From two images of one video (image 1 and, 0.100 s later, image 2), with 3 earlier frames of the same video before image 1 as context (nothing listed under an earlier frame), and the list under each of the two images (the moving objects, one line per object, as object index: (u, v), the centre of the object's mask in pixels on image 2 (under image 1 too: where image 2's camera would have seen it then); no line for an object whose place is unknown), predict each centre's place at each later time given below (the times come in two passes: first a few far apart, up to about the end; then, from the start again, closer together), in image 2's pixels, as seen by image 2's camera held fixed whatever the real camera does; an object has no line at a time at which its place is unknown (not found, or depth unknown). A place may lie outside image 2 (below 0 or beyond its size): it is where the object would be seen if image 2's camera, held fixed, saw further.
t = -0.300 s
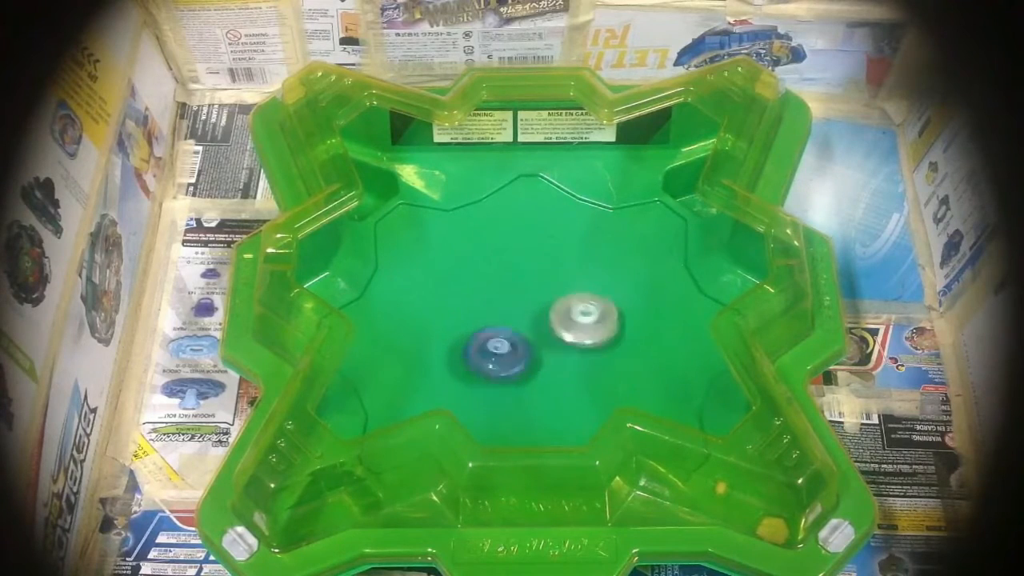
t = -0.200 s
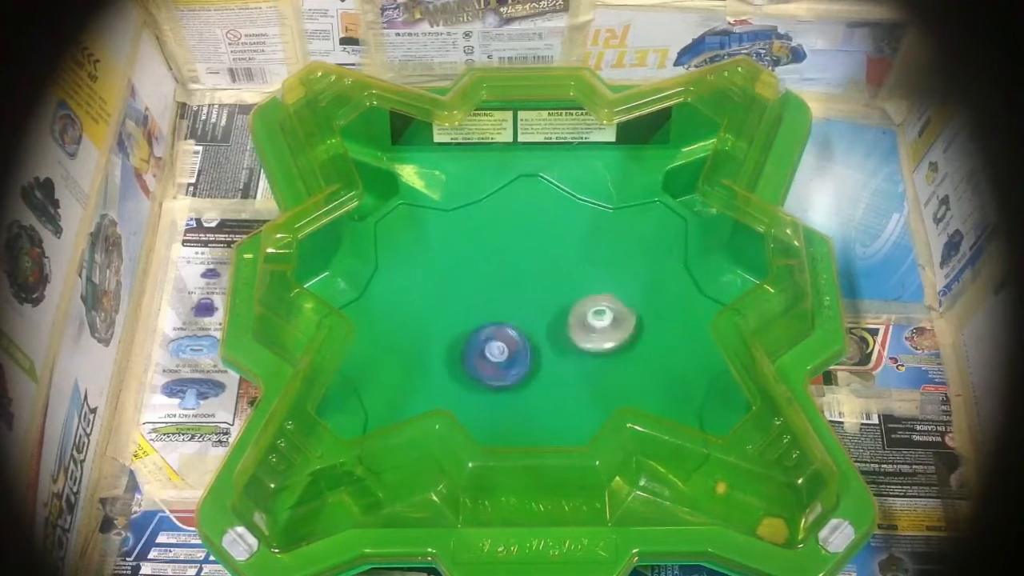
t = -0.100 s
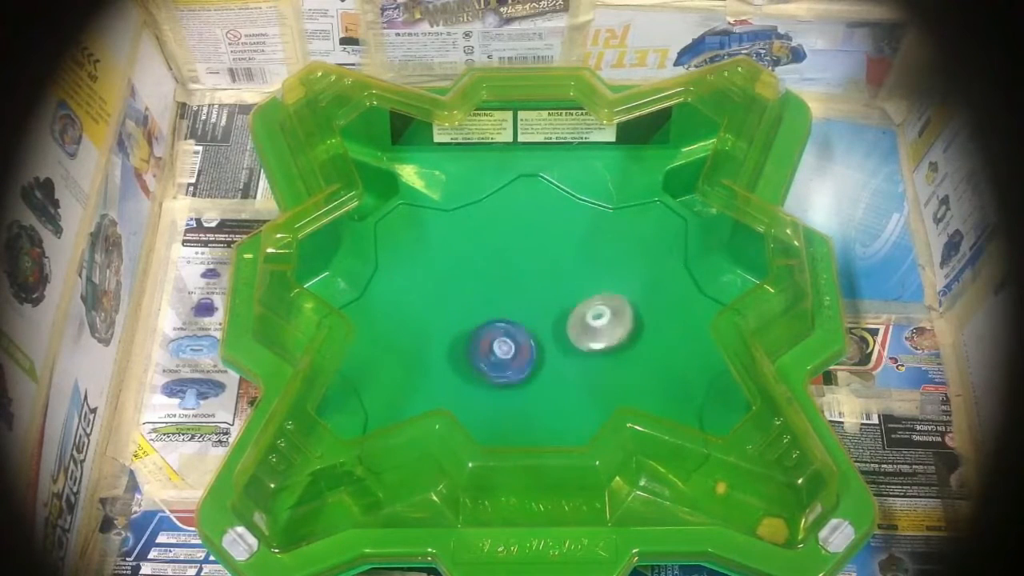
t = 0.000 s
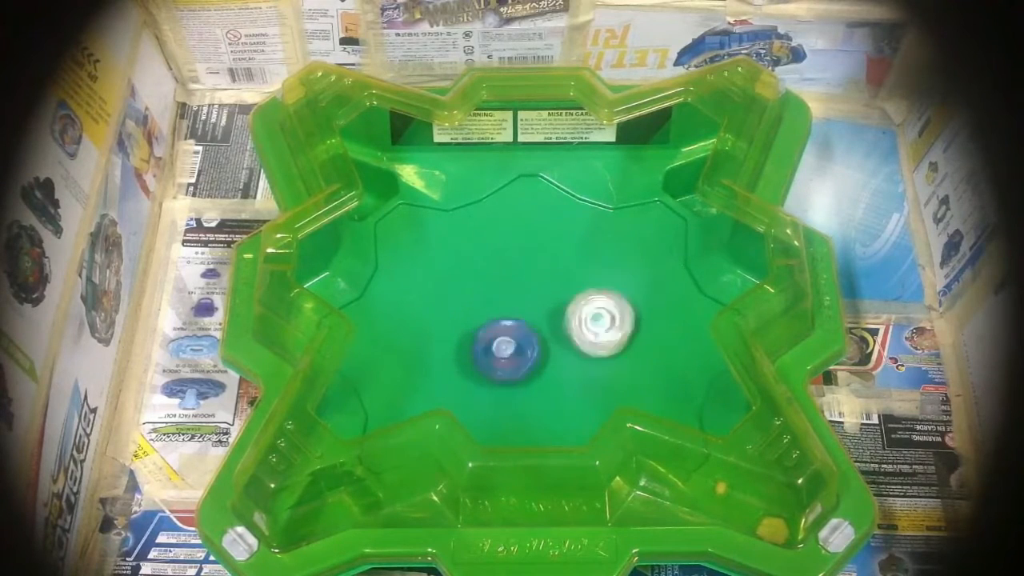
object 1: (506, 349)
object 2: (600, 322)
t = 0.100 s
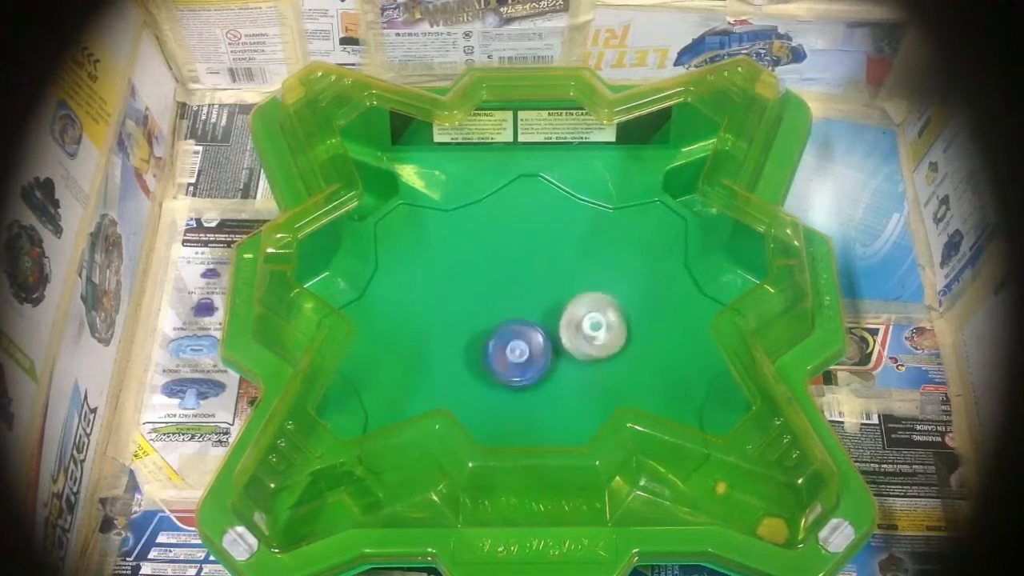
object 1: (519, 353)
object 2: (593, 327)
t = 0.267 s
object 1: (508, 349)
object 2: (585, 341)
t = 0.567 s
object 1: (503, 348)
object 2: (570, 371)
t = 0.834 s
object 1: (494, 345)
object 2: (566, 389)
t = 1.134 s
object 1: (509, 343)
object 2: (568, 360)
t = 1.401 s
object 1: (515, 354)
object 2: (585, 349)
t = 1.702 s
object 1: (513, 352)
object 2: (572, 355)
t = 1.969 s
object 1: (513, 352)
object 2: (572, 355)
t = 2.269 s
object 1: (512, 352)
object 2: (572, 355)
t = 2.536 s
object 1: (512, 352)
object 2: (572, 355)
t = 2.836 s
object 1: (512, 352)
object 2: (572, 355)
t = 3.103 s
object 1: (512, 352)
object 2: (572, 355)
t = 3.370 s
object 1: (512, 352)
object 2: (572, 355)
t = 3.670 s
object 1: (512, 352)
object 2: (572, 355)
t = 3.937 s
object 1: (512, 352)
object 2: (572, 355)
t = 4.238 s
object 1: (512, 352)
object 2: (572, 355)
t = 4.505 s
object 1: (512, 352)
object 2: (572, 355)
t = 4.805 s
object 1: (512, 352)
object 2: (572, 355)
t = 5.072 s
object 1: (512, 352)
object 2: (572, 355)
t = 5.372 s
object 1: (512, 352)
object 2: (572, 355)
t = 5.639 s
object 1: (512, 352)
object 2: (572, 355)
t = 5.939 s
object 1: (512, 352)
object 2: (572, 355)
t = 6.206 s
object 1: (512, 352)
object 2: (572, 355)
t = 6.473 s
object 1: (512, 352)
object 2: (572, 355)
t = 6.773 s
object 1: (512, 352)
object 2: (572, 355)
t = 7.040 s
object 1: (512, 352)
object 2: (572, 355)
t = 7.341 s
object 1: (513, 352)
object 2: (572, 355)
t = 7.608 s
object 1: (512, 352)
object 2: (572, 355)
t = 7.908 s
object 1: (512, 352)
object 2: (572, 355)
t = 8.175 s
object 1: (512, 352)
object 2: (572, 355)
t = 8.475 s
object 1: (512, 352)
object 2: (572, 355)
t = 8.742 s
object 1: (512, 352)
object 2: (572, 355)
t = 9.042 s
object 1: (512, 352)
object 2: (572, 355)
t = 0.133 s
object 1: (518, 354)
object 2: (589, 330)
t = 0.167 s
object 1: (517, 354)
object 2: (585, 333)
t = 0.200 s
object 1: (514, 352)
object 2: (583, 336)
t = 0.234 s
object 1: (511, 351)
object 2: (586, 338)
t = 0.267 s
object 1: (508, 349)
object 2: (585, 341)
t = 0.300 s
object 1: (507, 350)
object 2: (585, 347)
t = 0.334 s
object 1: (507, 351)
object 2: (584, 350)
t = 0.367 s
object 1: (505, 352)
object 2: (586, 355)
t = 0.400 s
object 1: (504, 352)
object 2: (587, 358)
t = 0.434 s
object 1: (502, 352)
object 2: (585, 360)
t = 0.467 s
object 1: (500, 351)
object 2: (580, 361)
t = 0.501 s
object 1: (500, 349)
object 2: (575, 364)
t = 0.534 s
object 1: (501, 348)
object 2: (573, 367)
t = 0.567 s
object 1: (503, 348)
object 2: (570, 371)
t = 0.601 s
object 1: (503, 348)
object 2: (566, 373)
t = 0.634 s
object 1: (503, 351)
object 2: (562, 373)
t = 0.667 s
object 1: (502, 352)
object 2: (562, 374)
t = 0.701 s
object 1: (500, 352)
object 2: (566, 378)
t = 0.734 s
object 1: (498, 351)
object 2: (568, 382)
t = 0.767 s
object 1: (497, 349)
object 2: (569, 386)
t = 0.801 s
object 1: (495, 347)
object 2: (567, 388)
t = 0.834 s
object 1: (494, 345)
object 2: (566, 389)
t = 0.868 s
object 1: (498, 343)
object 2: (565, 388)
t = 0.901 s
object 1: (503, 342)
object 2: (563, 385)
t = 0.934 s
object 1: (508, 344)
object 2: (559, 383)
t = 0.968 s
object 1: (512, 345)
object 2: (559, 382)
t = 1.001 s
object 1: (511, 345)
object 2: (562, 380)
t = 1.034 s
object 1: (510, 345)
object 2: (565, 375)
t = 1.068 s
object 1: (509, 344)
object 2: (567, 370)
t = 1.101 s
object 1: (509, 343)
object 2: (567, 365)
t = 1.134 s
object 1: (509, 343)
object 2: (568, 360)
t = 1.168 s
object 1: (508, 343)
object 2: (571, 356)
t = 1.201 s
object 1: (508, 343)
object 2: (575, 353)
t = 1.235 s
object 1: (508, 343)
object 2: (578, 351)
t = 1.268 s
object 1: (509, 343)
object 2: (582, 350)
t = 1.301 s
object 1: (511, 345)
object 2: (584, 349)
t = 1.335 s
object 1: (513, 347)
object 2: (585, 349)
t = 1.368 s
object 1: (514, 351)
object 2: (585, 349)
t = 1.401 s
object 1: (515, 354)
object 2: (585, 349)
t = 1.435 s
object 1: (514, 355)
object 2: (583, 349)
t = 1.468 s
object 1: (513, 355)
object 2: (580, 350)
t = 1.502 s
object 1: (514, 354)
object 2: (577, 352)
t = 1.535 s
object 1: (514, 352)
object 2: (575, 353)
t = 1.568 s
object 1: (513, 351)
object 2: (573, 354)
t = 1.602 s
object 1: (513, 352)
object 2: (572, 354)
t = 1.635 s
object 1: (513, 352)
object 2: (572, 354)
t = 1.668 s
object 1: (513, 352)
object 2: (572, 355)
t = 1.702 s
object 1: (513, 352)
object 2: (572, 355)
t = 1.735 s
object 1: (513, 352)
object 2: (572, 355)
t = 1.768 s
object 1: (513, 352)
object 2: (572, 355)
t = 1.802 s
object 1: (513, 352)
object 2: (572, 355)
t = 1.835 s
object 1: (513, 352)
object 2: (572, 355)
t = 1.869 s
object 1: (513, 352)
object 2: (572, 355)
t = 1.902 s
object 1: (513, 352)
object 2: (572, 355)
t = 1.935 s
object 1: (513, 352)
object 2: (572, 355)
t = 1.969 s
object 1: (513, 352)
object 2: (572, 355)
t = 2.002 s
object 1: (513, 352)
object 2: (572, 355)
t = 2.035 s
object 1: (512, 352)
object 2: (572, 355)
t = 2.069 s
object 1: (512, 352)
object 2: (572, 355)
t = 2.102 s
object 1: (512, 352)
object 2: (572, 355)
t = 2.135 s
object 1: (513, 352)
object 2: (572, 355)
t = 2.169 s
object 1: (513, 352)
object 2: (572, 355)
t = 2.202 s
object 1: (512, 352)
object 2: (572, 355)
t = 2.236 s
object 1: (512, 352)
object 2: (572, 355)
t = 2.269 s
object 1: (512, 352)
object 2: (572, 355)
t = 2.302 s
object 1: (512, 352)
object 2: (572, 355)
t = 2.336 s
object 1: (512, 352)
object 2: (572, 355)
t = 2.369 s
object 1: (512, 352)
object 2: (572, 355)
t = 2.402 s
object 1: (512, 352)
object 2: (572, 355)
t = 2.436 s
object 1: (512, 352)
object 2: (572, 355)
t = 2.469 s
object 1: (512, 352)
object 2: (572, 355)
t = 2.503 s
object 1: (512, 352)
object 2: (572, 355)
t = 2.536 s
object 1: (512, 352)
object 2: (572, 355)
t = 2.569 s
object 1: (512, 352)
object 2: (572, 355)
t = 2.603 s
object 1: (512, 352)
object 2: (572, 355)
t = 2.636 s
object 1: (512, 352)
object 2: (572, 355)
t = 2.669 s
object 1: (512, 352)
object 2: (572, 355)
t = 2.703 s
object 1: (512, 352)
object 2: (572, 355)
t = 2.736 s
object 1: (512, 352)
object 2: (572, 355)
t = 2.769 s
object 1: (512, 352)
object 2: (572, 355)
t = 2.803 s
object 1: (512, 352)
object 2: (572, 355)
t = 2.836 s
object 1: (512, 352)
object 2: (572, 355)
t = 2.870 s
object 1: (512, 352)
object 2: (572, 355)
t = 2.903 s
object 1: (512, 352)
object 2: (572, 355)
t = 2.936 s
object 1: (512, 352)
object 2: (572, 355)
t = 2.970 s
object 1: (512, 352)
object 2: (572, 355)
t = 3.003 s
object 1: (512, 352)
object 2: (572, 355)
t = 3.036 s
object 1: (512, 352)
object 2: (572, 355)
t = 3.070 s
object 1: (512, 352)
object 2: (572, 355)
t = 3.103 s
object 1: (512, 352)
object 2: (572, 355)
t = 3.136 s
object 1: (512, 352)
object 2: (572, 355)
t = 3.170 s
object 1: (512, 352)
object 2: (572, 355)
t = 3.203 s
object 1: (512, 352)
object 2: (572, 355)
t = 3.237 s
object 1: (512, 352)
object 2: (572, 355)
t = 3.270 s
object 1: (512, 352)
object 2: (572, 355)
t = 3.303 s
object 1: (512, 352)
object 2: (572, 355)
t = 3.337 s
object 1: (512, 352)
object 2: (572, 355)
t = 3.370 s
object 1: (512, 352)
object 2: (572, 355)
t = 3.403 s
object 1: (512, 352)
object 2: (572, 355)
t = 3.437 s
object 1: (512, 352)
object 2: (572, 355)
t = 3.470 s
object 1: (512, 352)
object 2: (572, 355)
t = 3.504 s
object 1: (512, 352)
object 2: (572, 355)
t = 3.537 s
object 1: (512, 352)
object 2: (572, 355)
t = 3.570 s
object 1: (512, 352)
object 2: (572, 355)
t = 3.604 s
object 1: (512, 352)
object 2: (572, 355)
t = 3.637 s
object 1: (512, 352)
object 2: (572, 355)
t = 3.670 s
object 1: (512, 352)
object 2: (572, 355)
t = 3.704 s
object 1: (512, 352)
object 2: (572, 355)
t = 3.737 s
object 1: (512, 352)
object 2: (572, 355)
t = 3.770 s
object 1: (512, 352)
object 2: (572, 355)
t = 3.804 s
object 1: (512, 352)
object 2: (572, 355)
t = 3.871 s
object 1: (512, 352)
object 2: (572, 355)
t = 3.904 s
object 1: (512, 352)
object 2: (572, 355)
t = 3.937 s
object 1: (512, 352)
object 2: (572, 355)
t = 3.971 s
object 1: (512, 352)
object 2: (572, 355)
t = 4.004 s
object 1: (512, 352)
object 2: (572, 355)
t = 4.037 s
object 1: (512, 352)
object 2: (572, 355)
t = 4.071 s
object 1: (512, 352)
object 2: (572, 355)
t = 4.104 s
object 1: (512, 352)
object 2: (572, 355)
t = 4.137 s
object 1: (512, 352)
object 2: (572, 355)
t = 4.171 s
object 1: (512, 352)
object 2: (572, 355)
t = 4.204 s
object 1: (512, 352)
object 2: (572, 355)
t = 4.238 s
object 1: (512, 352)
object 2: (572, 355)
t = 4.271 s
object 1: (512, 352)
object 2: (572, 355)
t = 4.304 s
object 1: (512, 352)
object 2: (572, 355)
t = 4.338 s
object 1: (512, 352)
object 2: (572, 355)
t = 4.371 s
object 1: (512, 352)
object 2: (572, 355)
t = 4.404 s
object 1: (512, 352)
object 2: (572, 355)
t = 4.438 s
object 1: (512, 352)
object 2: (572, 355)
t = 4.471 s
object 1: (512, 352)
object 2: (572, 355)
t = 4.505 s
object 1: (512, 352)
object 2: (572, 355)
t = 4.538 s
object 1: (512, 352)
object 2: (572, 355)
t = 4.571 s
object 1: (512, 352)
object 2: (572, 355)
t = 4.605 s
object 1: (512, 352)
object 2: (572, 355)
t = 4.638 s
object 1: (512, 352)
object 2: (572, 355)
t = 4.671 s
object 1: (512, 352)
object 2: (572, 355)
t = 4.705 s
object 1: (512, 352)
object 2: (572, 355)
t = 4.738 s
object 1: (512, 352)
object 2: (572, 355)
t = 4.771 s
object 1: (512, 352)
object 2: (572, 355)
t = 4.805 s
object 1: (512, 352)
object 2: (572, 355)
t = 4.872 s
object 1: (512, 352)
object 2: (572, 355)
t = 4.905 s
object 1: (512, 352)
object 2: (572, 355)
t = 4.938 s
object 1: (512, 352)
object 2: (572, 355)
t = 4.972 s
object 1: (512, 352)
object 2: (572, 355)
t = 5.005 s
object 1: (512, 352)
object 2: (572, 355)
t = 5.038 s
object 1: (512, 352)
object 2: (572, 355)
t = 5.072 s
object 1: (512, 352)
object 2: (572, 355)
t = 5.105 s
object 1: (512, 352)
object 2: (572, 355)
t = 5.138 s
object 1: (512, 352)
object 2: (572, 355)
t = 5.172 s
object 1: (512, 352)
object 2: (572, 355)
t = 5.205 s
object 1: (512, 352)
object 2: (572, 355)
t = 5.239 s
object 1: (512, 352)
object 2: (572, 355)
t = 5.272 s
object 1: (512, 352)
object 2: (572, 355)
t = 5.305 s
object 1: (512, 352)
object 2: (572, 355)
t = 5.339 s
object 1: (512, 352)
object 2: (572, 355)
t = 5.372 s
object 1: (512, 352)
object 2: (572, 355)
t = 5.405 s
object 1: (512, 352)
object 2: (572, 355)
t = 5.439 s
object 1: (512, 352)
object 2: (572, 355)
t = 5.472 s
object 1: (512, 352)
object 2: (572, 355)
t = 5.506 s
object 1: (512, 352)
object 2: (572, 355)
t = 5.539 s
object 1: (512, 352)
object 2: (572, 355)
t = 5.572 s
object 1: (512, 352)
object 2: (572, 355)
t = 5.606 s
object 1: (512, 352)
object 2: (572, 355)
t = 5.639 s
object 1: (512, 352)
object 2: (572, 355)
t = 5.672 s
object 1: (512, 352)
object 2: (572, 355)
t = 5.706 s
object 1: (512, 352)
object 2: (572, 355)
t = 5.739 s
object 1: (512, 352)
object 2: (572, 355)
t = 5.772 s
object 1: (512, 352)
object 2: (572, 355)
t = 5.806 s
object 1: (512, 352)
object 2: (572, 355)
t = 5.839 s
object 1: (512, 352)
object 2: (572, 355)
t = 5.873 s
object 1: (512, 352)
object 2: (572, 355)
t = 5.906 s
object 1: (512, 352)
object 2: (572, 355)
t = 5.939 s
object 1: (512, 352)
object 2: (572, 355)
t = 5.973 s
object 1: (512, 352)
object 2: (572, 355)
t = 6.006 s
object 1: (512, 352)
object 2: (572, 355)
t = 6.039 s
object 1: (512, 352)
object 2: (572, 355)
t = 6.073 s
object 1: (512, 352)
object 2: (572, 355)
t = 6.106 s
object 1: (512, 352)
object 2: (572, 355)
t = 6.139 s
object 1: (512, 352)
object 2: (572, 355)
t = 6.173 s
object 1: (512, 352)
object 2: (572, 355)
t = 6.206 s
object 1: (512, 352)
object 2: (572, 355)
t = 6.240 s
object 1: (512, 352)
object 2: (572, 355)
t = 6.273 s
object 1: (512, 352)
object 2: (572, 355)
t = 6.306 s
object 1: (512, 352)
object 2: (572, 355)
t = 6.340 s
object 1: (512, 352)
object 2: (572, 355)
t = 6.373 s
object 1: (512, 352)
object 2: (572, 355)
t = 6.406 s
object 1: (512, 352)
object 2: (572, 355)
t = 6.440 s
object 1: (512, 352)
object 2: (572, 355)
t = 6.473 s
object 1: (512, 352)
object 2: (572, 355)
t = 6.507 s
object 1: (512, 352)
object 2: (572, 355)
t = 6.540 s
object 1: (512, 352)
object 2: (572, 355)
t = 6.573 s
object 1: (512, 352)
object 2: (572, 355)
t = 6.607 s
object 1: (512, 352)
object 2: (572, 355)
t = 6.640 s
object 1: (512, 352)
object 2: (572, 355)
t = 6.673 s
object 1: (512, 352)
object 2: (572, 355)
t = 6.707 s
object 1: (512, 352)
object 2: (572, 355)
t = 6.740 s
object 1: (512, 352)
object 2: (572, 355)
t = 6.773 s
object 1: (512, 352)
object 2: (572, 355)
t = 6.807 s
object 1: (512, 352)
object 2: (572, 355)
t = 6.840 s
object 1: (512, 352)
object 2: (572, 355)
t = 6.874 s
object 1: (512, 352)
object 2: (572, 355)
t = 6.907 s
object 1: (512, 352)
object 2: (572, 355)
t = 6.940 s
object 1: (512, 352)
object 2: (572, 355)
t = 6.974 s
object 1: (512, 352)
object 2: (572, 355)
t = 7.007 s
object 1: (512, 352)
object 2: (572, 355)
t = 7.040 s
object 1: (512, 352)
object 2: (572, 355)
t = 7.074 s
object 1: (512, 352)
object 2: (572, 355)
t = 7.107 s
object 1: (512, 352)
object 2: (572, 355)
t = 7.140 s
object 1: (512, 352)
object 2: (572, 355)
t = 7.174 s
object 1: (512, 352)
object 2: (572, 355)
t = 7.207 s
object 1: (512, 352)
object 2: (572, 355)
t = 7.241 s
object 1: (512, 352)
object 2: (572, 355)
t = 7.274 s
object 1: (512, 352)
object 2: (572, 355)
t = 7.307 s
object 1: (512, 352)
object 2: (572, 355)
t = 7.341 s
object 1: (513, 352)
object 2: (572, 355)
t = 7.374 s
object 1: (512, 352)
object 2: (572, 355)
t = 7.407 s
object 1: (512, 352)
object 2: (572, 355)
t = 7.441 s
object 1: (512, 352)
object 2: (572, 355)
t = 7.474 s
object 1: (512, 352)
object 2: (572, 355)
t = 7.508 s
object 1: (512, 352)
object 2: (572, 355)
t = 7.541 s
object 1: (512, 352)
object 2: (572, 355)
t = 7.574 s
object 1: (512, 352)
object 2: (572, 355)
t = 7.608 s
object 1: (512, 352)
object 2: (572, 355)
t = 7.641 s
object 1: (512, 352)
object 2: (572, 355)
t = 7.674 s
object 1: (512, 352)
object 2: (572, 355)
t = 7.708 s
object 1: (512, 352)
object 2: (572, 355)
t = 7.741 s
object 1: (513, 352)
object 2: (572, 355)
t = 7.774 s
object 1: (512, 352)
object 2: (572, 355)
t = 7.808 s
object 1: (512, 352)
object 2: (572, 355)
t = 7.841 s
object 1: (512, 352)
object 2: (572, 355)
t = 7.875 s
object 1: (512, 352)
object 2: (572, 355)
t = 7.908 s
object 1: (512, 352)
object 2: (572, 355)
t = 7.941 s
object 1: (512, 352)
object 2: (572, 355)
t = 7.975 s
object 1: (512, 352)
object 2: (572, 355)
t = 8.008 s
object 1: (512, 352)
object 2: (572, 355)
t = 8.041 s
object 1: (512, 352)
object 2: (572, 355)
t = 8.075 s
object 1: (512, 352)
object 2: (572, 355)
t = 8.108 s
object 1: (512, 352)
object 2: (572, 355)
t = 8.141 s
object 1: (512, 352)
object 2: (572, 355)
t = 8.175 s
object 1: (512, 352)
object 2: (572, 355)
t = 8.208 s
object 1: (512, 352)
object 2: (572, 355)
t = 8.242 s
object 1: (512, 352)
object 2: (572, 355)
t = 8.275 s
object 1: (512, 352)
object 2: (572, 355)
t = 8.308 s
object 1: (512, 352)
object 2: (572, 355)
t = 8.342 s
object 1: (512, 352)
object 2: (572, 355)
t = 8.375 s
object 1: (512, 352)
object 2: (572, 355)
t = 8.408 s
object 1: (512, 352)
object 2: (572, 355)
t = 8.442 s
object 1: (512, 352)
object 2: (572, 355)
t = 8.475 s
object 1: (512, 352)
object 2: (572, 355)
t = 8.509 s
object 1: (512, 352)
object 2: (572, 355)
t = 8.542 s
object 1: (512, 352)
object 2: (572, 355)
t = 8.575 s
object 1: (512, 352)
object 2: (572, 355)
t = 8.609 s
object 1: (512, 352)
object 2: (572, 355)
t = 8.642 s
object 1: (512, 352)
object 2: (572, 355)
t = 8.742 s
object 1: (512, 352)
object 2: (572, 355)
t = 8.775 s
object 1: (512, 352)
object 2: (572, 355)
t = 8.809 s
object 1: (512, 352)
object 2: (572, 355)
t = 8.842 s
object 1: (512, 352)
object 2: (572, 355)
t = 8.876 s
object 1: (512, 352)
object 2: (572, 355)
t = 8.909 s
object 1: (512, 352)
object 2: (572, 355)
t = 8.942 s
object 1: (512, 352)
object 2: (572, 355)
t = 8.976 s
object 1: (512, 352)
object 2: (572, 355)
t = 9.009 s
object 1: (512, 352)
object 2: (572, 355)
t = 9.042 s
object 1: (512, 352)
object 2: (572, 355)
